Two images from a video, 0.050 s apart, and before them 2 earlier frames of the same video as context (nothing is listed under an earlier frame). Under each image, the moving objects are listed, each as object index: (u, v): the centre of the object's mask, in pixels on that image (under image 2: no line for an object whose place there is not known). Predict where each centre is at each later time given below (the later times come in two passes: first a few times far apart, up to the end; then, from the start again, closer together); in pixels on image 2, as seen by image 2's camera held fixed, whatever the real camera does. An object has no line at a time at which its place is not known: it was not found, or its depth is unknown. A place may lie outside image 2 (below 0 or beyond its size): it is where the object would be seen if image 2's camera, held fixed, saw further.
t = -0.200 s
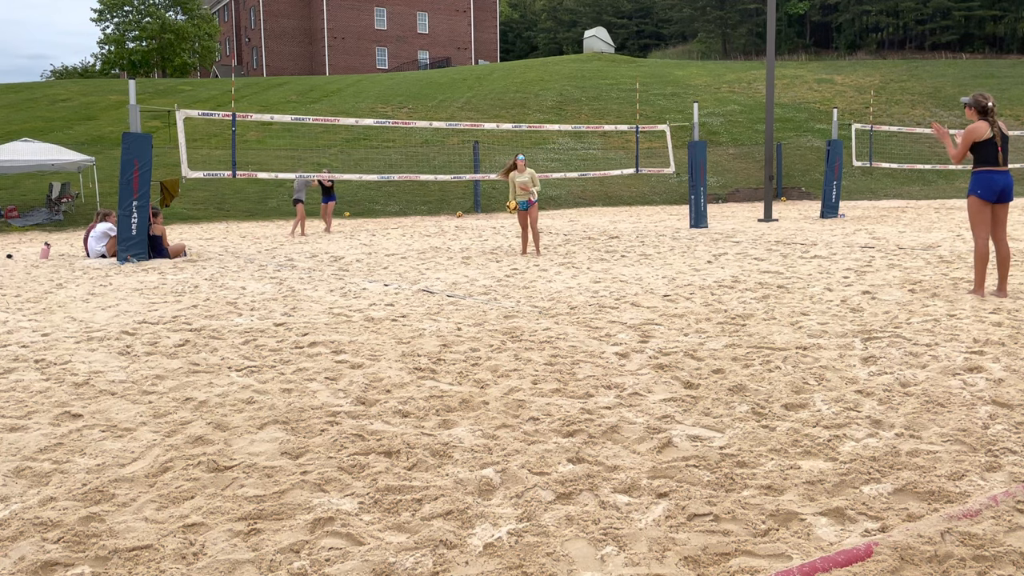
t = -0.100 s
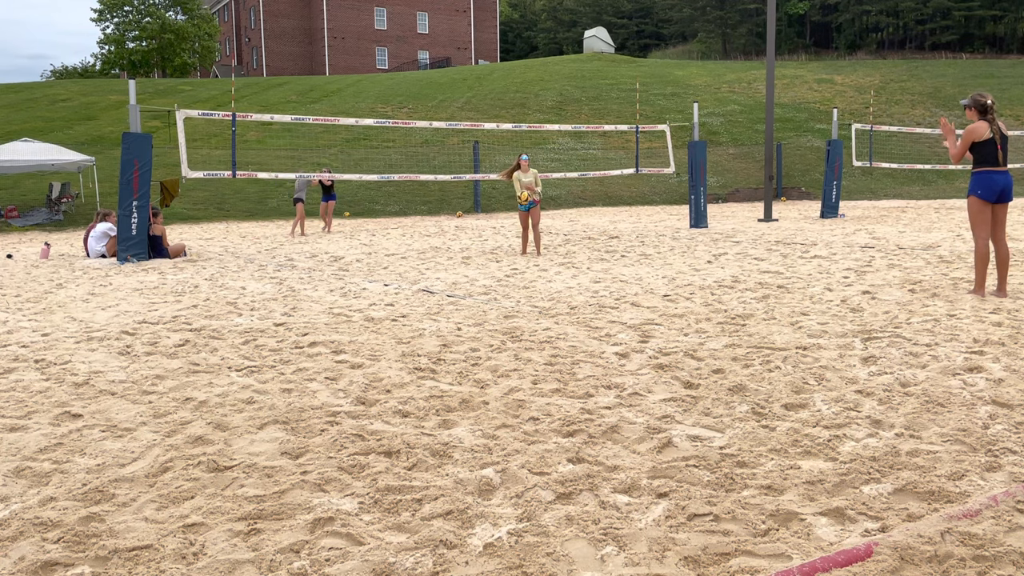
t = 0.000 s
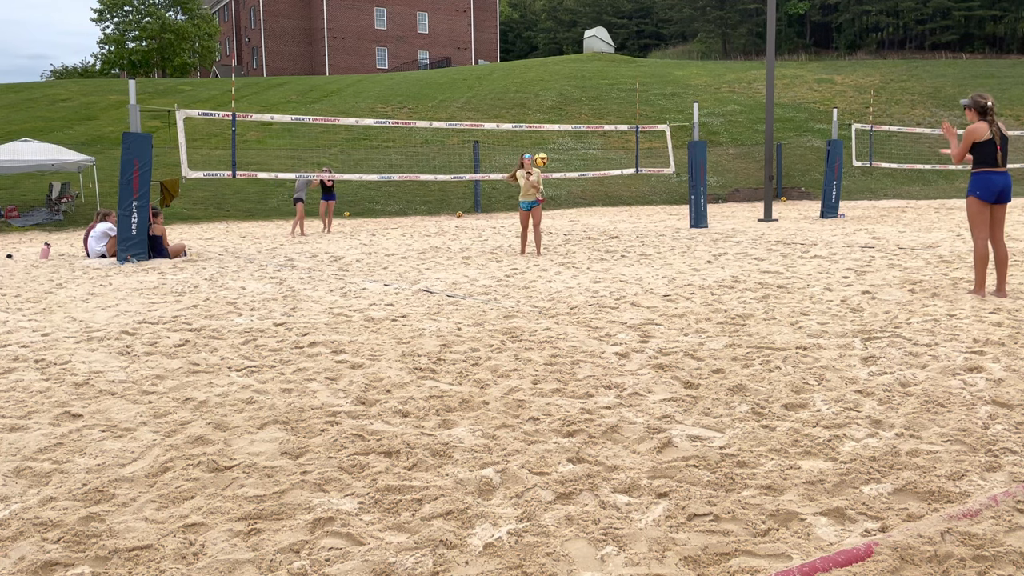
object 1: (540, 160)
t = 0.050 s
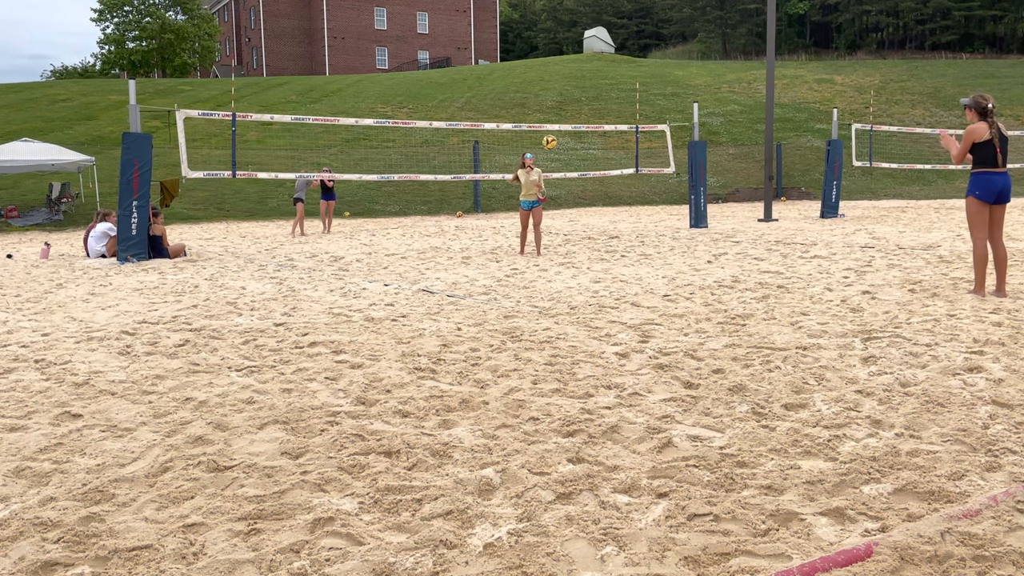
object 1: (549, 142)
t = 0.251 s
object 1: (588, 84)
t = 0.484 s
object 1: (641, 47)
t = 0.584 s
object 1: (665, 43)
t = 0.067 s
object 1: (553, 137)
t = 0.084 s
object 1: (556, 132)
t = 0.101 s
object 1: (559, 125)
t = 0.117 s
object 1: (562, 120)
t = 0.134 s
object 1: (565, 115)
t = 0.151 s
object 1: (568, 110)
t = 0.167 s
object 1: (571, 105)
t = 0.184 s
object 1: (575, 100)
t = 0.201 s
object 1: (578, 96)
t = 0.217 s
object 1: (581, 92)
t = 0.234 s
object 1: (585, 87)
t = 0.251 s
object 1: (588, 84)
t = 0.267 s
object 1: (592, 80)
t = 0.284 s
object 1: (595, 77)
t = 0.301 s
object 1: (599, 73)
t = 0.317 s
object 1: (602, 70)
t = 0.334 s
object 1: (606, 67)
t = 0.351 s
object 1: (610, 63)
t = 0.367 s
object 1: (613, 61)
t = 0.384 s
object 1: (617, 58)
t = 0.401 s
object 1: (621, 55)
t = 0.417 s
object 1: (625, 53)
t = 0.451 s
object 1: (633, 49)
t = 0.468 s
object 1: (637, 48)
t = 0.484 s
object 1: (641, 47)
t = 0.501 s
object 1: (645, 45)
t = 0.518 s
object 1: (649, 44)
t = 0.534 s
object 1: (653, 44)
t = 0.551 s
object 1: (657, 43)
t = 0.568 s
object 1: (661, 43)
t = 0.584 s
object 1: (665, 43)
